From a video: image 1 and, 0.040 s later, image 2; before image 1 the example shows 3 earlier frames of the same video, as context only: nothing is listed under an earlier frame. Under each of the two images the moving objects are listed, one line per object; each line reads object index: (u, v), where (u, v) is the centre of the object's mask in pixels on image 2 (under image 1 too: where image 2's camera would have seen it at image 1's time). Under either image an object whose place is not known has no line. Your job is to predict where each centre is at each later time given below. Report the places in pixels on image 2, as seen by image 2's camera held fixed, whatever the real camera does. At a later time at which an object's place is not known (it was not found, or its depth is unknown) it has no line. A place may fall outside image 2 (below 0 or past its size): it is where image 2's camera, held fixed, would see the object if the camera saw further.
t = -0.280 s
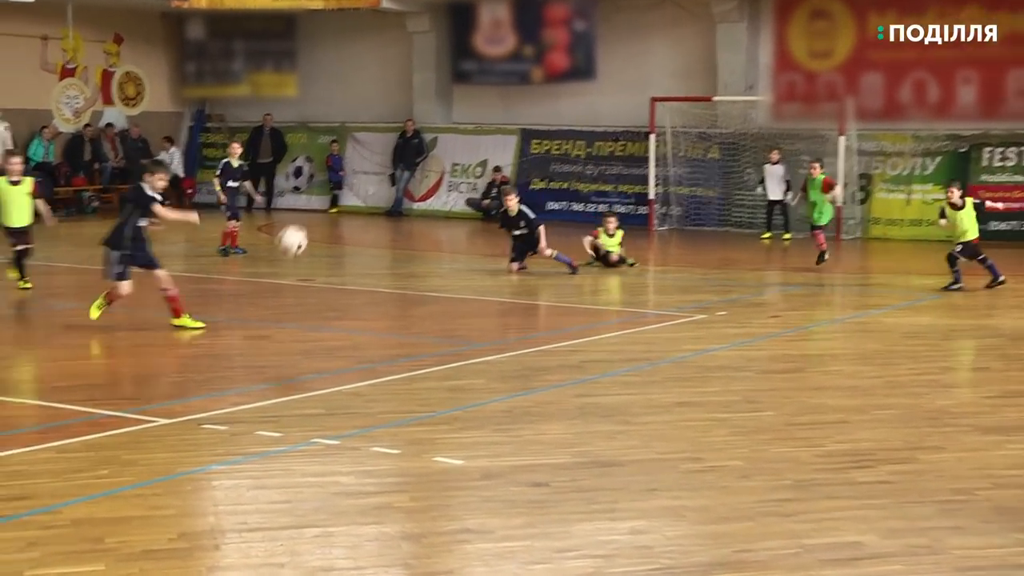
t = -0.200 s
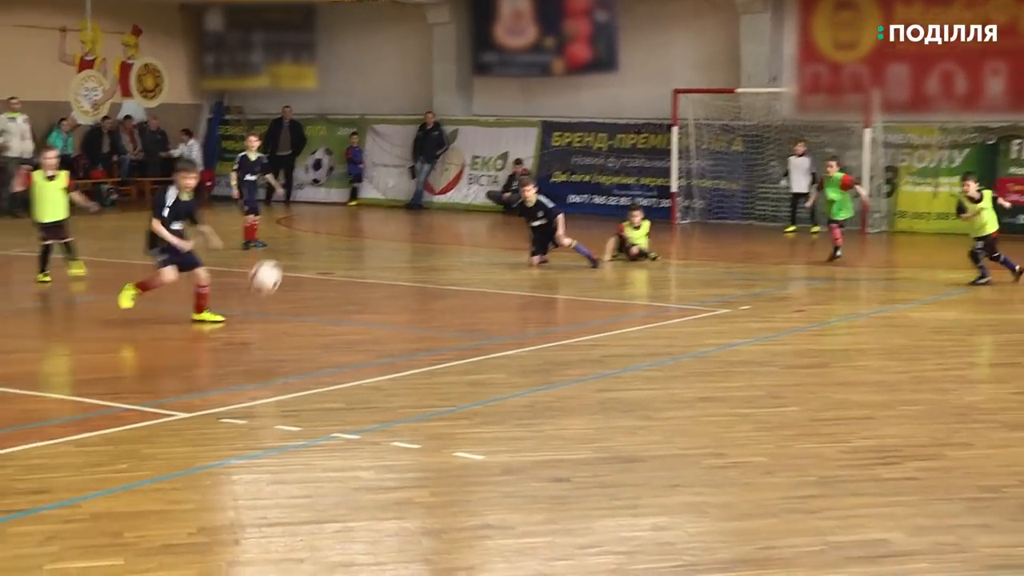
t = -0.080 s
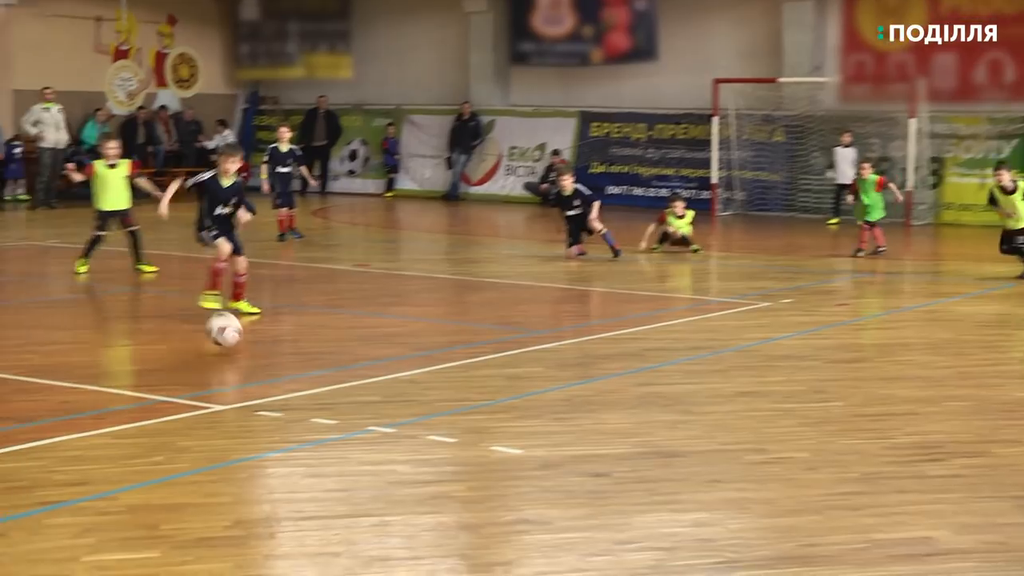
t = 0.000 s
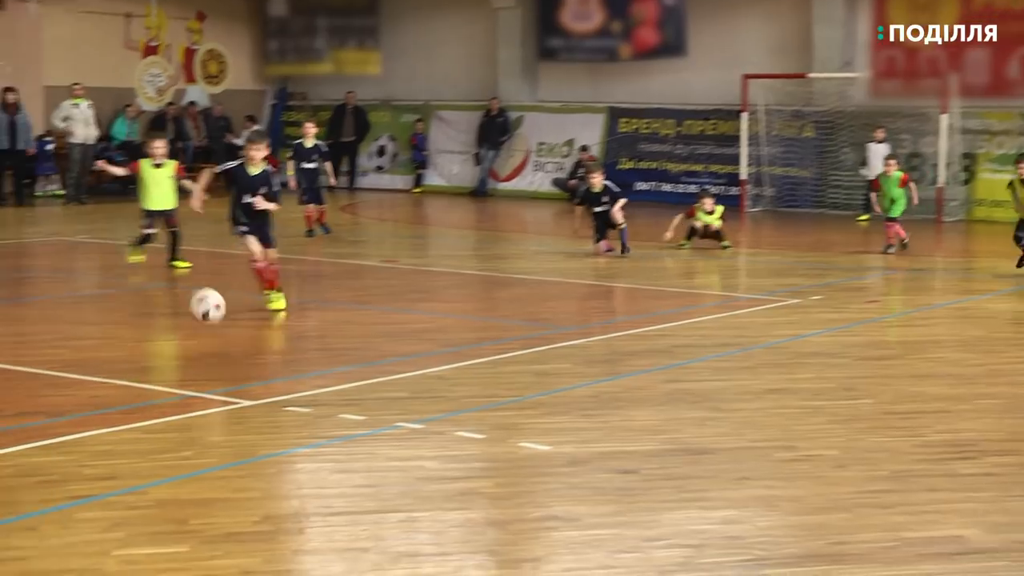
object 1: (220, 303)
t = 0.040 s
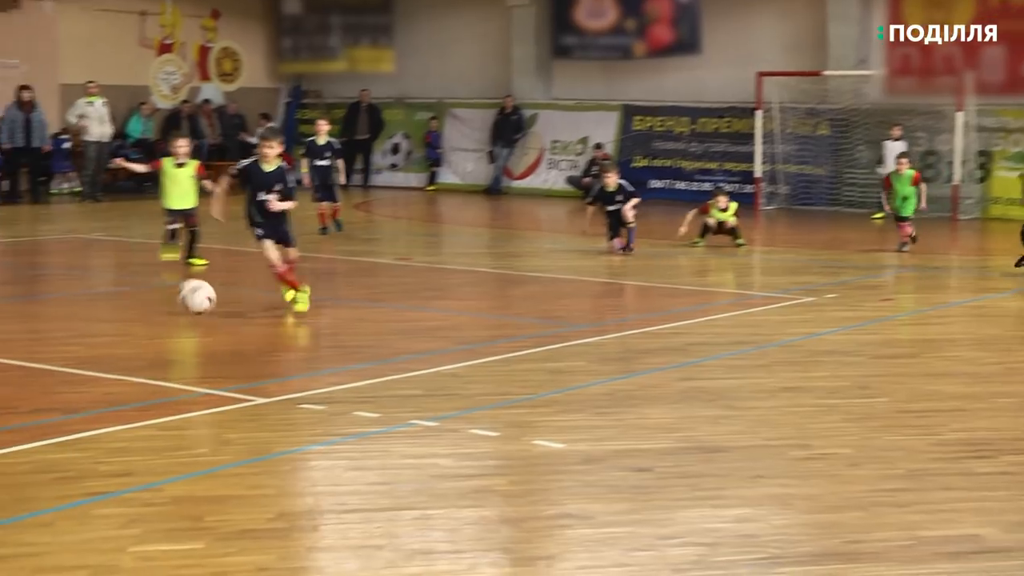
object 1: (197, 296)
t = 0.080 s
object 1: (172, 294)
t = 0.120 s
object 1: (148, 292)
